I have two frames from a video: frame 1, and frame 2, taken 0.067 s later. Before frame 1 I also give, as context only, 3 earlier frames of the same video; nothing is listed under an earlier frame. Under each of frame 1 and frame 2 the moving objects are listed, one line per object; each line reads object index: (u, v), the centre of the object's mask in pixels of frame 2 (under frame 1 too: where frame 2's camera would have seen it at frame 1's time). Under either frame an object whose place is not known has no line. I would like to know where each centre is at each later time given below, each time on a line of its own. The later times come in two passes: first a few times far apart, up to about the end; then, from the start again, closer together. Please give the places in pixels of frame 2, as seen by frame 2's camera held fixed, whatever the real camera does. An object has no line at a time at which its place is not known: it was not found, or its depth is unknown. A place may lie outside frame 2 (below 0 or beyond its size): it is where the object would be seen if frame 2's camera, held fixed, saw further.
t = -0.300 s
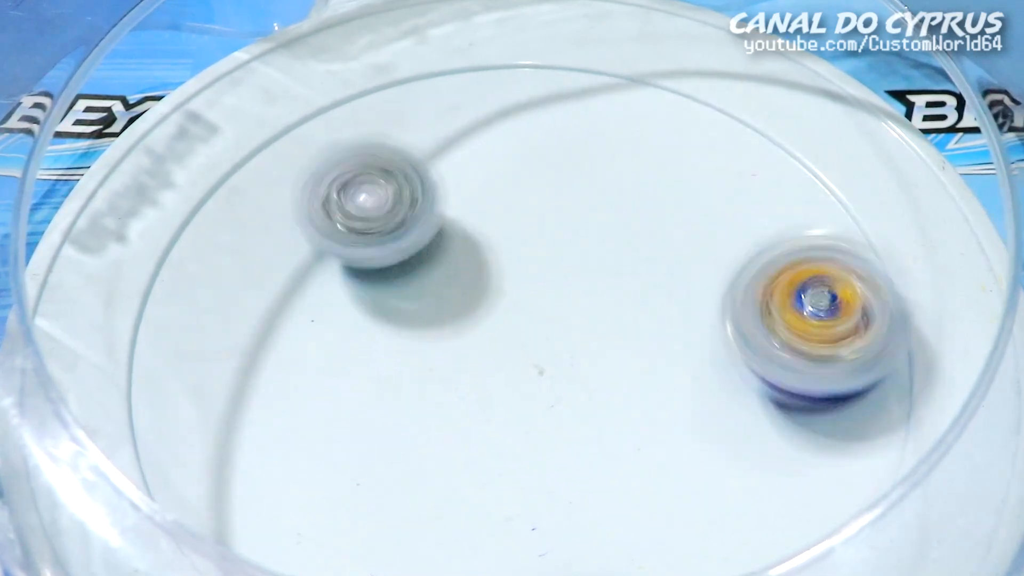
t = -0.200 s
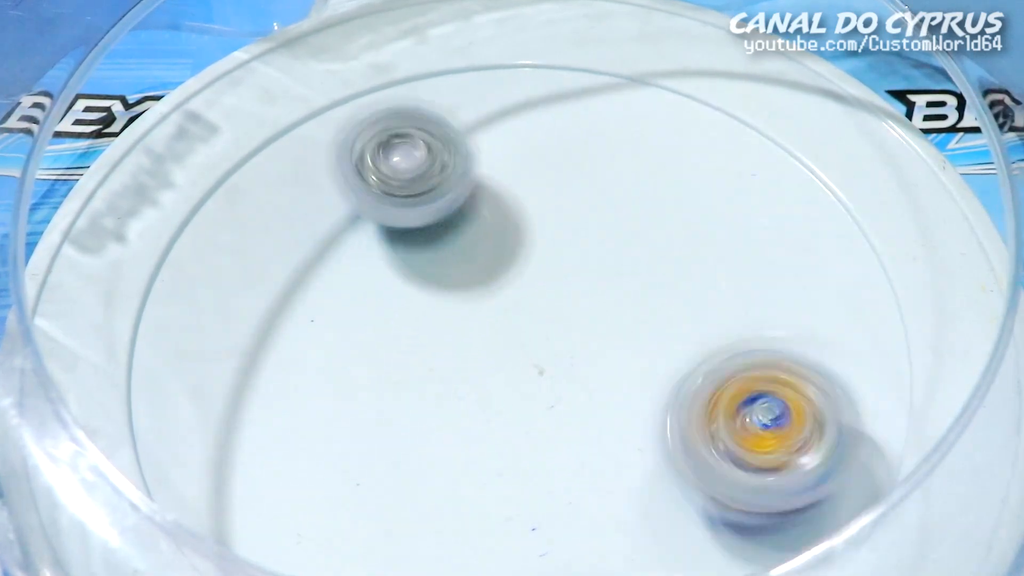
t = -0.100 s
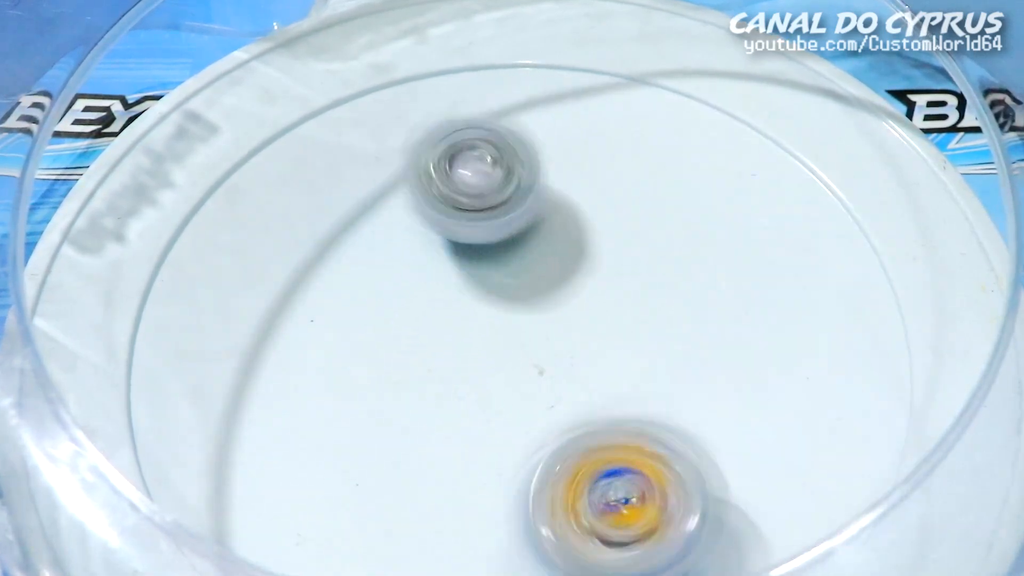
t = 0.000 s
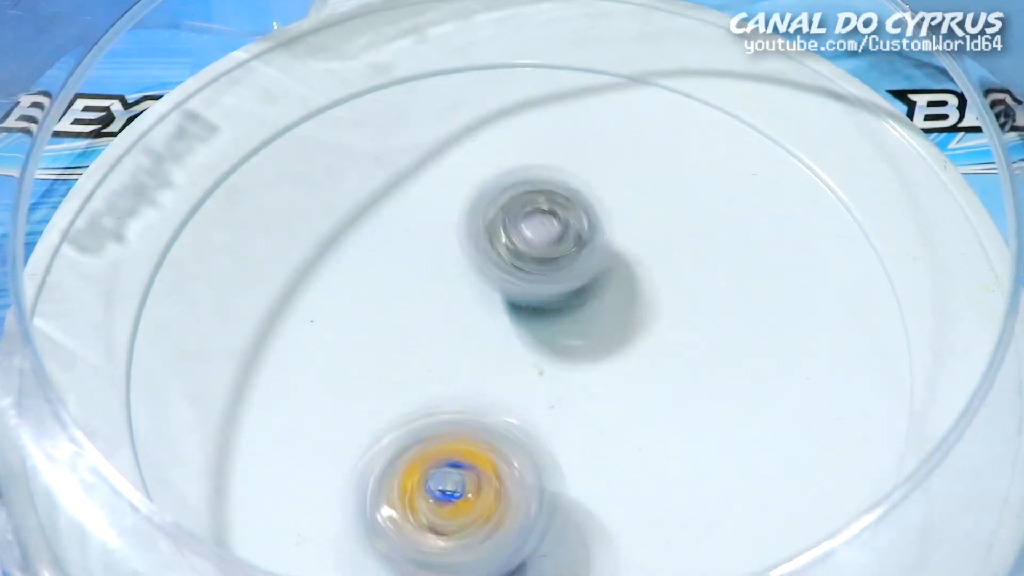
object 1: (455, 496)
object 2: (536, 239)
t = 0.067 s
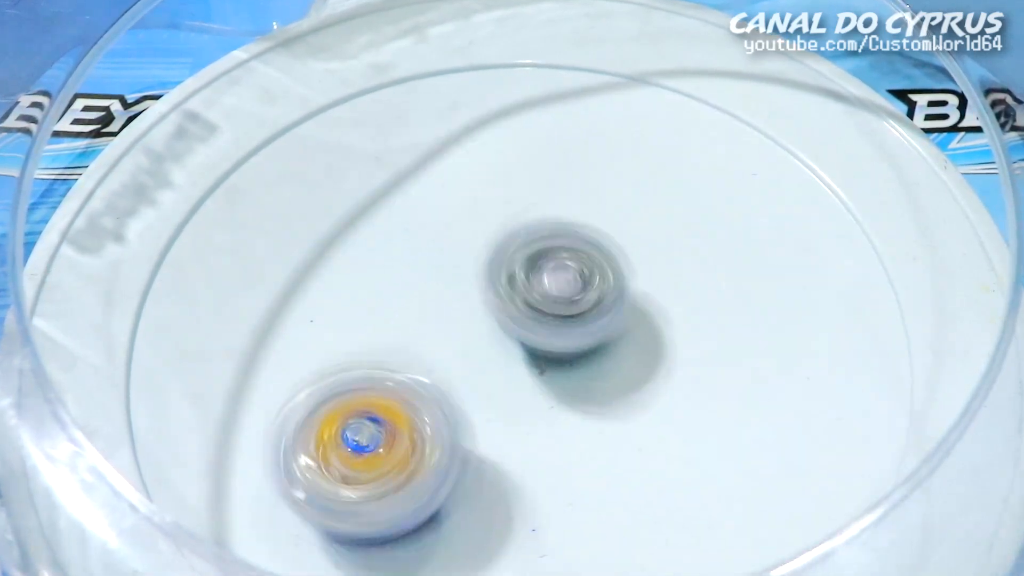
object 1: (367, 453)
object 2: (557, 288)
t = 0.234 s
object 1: (268, 287)
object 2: (553, 420)
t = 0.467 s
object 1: (432, 117)
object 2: (431, 500)
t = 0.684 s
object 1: (678, 219)
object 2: (440, 371)
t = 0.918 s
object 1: (661, 481)
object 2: (603, 272)
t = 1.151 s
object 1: (357, 511)
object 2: (729, 278)
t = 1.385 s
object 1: (277, 314)
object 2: (615, 349)
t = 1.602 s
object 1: (486, 173)
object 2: (438, 312)
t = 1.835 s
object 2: (359, 222)
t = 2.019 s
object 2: (436, 222)
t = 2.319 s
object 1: (383, 445)
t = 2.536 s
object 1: (297, 251)
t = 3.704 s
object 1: (318, 387)
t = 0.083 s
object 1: (351, 438)
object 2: (562, 303)
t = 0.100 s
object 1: (333, 422)
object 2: (563, 314)
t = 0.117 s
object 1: (320, 407)
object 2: (564, 330)
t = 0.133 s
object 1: (306, 391)
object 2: (565, 341)
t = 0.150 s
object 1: (295, 375)
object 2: (564, 356)
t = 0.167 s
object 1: (285, 358)
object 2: (564, 368)
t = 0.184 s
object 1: (276, 340)
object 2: (563, 380)
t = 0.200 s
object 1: (271, 323)
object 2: (561, 394)
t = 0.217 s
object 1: (269, 304)
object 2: (557, 406)
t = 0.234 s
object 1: (268, 287)
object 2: (553, 420)
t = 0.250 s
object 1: (269, 269)
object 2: (549, 429)
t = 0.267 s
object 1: (272, 251)
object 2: (543, 442)
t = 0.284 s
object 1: (278, 235)
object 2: (537, 449)
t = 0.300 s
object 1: (285, 218)
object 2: (529, 457)
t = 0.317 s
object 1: (294, 204)
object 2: (523, 468)
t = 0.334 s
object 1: (304, 190)
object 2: (515, 476)
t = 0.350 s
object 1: (316, 177)
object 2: (503, 486)
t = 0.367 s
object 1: (329, 164)
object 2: (493, 491)
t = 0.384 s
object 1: (343, 152)
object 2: (482, 497)
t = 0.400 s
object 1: (359, 143)
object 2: (472, 500)
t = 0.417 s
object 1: (377, 133)
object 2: (461, 502)
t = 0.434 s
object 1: (395, 126)
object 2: (453, 504)
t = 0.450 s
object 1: (414, 121)
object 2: (440, 503)
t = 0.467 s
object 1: (432, 117)
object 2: (431, 500)
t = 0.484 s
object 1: (452, 116)
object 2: (424, 495)
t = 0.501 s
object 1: (472, 118)
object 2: (418, 489)
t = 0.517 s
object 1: (492, 123)
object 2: (412, 478)
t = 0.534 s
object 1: (512, 127)
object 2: (407, 468)
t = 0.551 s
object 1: (532, 134)
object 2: (409, 458)
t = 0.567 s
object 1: (553, 141)
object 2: (406, 446)
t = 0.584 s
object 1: (574, 148)
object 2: (408, 438)
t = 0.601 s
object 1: (596, 157)
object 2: (407, 423)
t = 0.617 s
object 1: (615, 166)
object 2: (409, 413)
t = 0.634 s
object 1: (633, 177)
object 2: (416, 400)
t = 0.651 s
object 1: (649, 190)
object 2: (422, 390)
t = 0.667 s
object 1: (664, 204)
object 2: (434, 380)
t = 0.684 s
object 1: (678, 219)
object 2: (440, 371)
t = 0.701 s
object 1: (689, 235)
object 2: (448, 362)
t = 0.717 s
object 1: (699, 253)
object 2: (460, 351)
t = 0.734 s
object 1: (706, 270)
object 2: (469, 342)
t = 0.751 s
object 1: (712, 291)
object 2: (484, 334)
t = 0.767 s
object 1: (715, 308)
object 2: (496, 325)
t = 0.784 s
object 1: (717, 328)
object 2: (508, 319)
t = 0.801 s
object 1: (717, 346)
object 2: (517, 311)
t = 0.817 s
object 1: (715, 366)
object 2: (529, 303)
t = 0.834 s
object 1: (713, 385)
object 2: (543, 296)
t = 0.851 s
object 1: (706, 408)
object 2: (556, 290)
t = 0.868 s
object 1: (699, 427)
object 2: (570, 286)
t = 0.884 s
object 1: (688, 442)
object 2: (580, 281)
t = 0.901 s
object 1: (675, 465)
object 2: (591, 278)
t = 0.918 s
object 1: (661, 481)
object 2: (603, 272)
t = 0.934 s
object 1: (648, 491)
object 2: (613, 269)
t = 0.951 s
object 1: (628, 500)
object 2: (628, 267)
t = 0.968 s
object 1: (611, 506)
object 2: (639, 264)
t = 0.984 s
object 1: (588, 512)
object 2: (649, 262)
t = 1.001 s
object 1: (567, 516)
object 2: (658, 260)
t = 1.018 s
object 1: (541, 520)
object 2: (668, 259)
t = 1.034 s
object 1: (520, 523)
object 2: (680, 259)
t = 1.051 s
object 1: (495, 526)
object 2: (690, 259)
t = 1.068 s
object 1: (471, 526)
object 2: (702, 261)
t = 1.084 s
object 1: (445, 526)
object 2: (705, 264)
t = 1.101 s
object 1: (423, 525)
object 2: (713, 265)
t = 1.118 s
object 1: (396, 521)
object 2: (719, 268)
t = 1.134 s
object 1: (375, 518)
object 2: (725, 272)
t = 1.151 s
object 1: (357, 511)
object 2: (729, 278)
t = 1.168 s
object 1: (336, 504)
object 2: (729, 285)
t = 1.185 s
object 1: (321, 497)
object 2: (729, 289)
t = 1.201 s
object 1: (308, 488)
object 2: (728, 296)
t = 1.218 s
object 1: (296, 477)
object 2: (726, 302)
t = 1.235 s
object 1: (287, 461)
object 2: (723, 309)
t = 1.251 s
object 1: (276, 447)
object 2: (714, 317)
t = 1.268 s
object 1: (269, 432)
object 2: (707, 324)
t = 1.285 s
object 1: (262, 416)
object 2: (696, 326)
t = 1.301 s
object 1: (257, 399)
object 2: (685, 332)
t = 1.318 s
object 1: (256, 382)
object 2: (674, 338)
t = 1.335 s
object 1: (257, 363)
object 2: (657, 342)
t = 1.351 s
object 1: (262, 348)
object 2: (640, 347)
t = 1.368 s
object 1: (269, 328)
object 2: (630, 347)
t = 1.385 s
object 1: (277, 314)
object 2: (615, 349)
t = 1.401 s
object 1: (286, 295)
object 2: (601, 350)
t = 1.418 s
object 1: (298, 281)
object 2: (583, 351)
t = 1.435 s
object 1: (311, 265)
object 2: (568, 353)
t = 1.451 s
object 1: (325, 252)
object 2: (557, 351)
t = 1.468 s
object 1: (338, 239)
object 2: (542, 349)
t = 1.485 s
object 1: (353, 226)
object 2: (528, 348)
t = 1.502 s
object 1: (372, 216)
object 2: (510, 344)
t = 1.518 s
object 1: (389, 206)
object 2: (498, 341)
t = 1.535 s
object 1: (406, 196)
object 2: (489, 338)
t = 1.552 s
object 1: (427, 189)
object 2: (473, 328)
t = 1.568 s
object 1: (445, 181)
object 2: (460, 324)
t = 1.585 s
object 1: (466, 178)
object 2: (448, 319)
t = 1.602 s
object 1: (486, 173)
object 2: (438, 312)
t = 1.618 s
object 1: (508, 171)
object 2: (426, 306)
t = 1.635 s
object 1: (528, 169)
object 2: (415, 300)
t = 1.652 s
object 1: (549, 169)
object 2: (408, 296)
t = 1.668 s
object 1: (570, 168)
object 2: (396, 289)
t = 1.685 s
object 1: (589, 172)
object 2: (390, 283)
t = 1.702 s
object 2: (384, 276)
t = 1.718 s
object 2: (376, 268)
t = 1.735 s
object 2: (371, 264)
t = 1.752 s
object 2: (366, 254)
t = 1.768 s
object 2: (361, 247)
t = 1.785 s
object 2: (362, 244)
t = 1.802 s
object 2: (357, 234)
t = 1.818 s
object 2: (359, 229)
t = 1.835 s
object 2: (359, 222)
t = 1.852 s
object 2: (364, 220)
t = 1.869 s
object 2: (368, 218)
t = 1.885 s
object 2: (373, 213)
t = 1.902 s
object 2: (377, 210)
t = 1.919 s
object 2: (386, 208)
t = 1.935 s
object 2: (393, 209)
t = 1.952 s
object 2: (399, 209)
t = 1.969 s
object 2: (404, 210)
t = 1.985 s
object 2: (413, 212)
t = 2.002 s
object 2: (426, 217)
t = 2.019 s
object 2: (436, 222)
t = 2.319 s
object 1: (383, 445)
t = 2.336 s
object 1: (372, 433)
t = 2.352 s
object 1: (358, 418)
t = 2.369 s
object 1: (341, 403)
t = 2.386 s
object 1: (330, 388)
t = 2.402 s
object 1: (317, 374)
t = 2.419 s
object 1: (308, 359)
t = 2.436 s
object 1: (300, 343)
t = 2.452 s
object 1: (295, 327)
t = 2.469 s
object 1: (292, 312)
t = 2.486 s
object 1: (289, 296)
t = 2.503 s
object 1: (292, 281)
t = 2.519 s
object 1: (293, 263)
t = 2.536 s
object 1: (297, 251)
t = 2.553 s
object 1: (303, 232)
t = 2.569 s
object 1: (309, 219)
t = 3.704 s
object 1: (318, 387)
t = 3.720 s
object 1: (311, 377)
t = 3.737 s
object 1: (308, 367)
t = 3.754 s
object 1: (308, 353)
